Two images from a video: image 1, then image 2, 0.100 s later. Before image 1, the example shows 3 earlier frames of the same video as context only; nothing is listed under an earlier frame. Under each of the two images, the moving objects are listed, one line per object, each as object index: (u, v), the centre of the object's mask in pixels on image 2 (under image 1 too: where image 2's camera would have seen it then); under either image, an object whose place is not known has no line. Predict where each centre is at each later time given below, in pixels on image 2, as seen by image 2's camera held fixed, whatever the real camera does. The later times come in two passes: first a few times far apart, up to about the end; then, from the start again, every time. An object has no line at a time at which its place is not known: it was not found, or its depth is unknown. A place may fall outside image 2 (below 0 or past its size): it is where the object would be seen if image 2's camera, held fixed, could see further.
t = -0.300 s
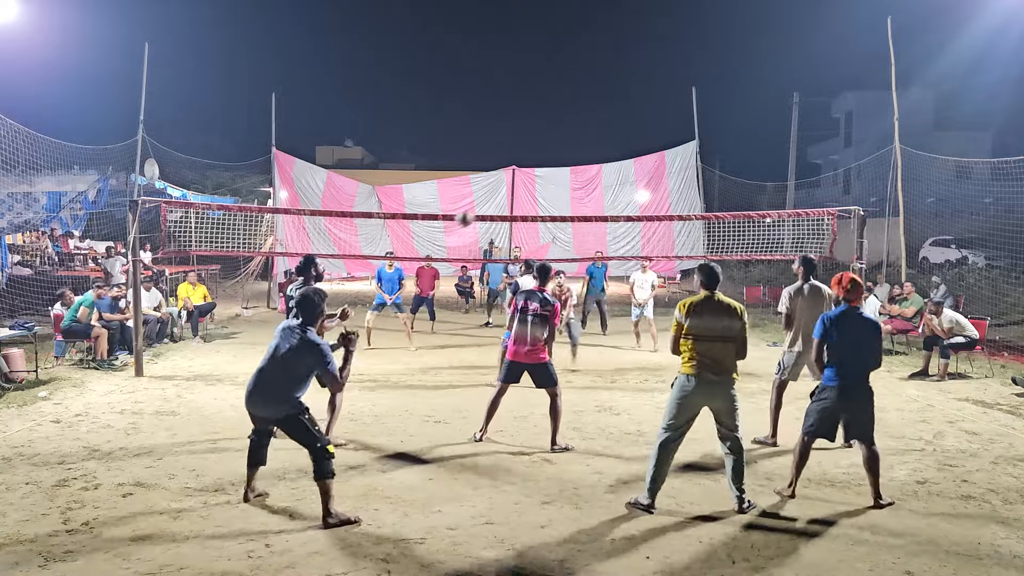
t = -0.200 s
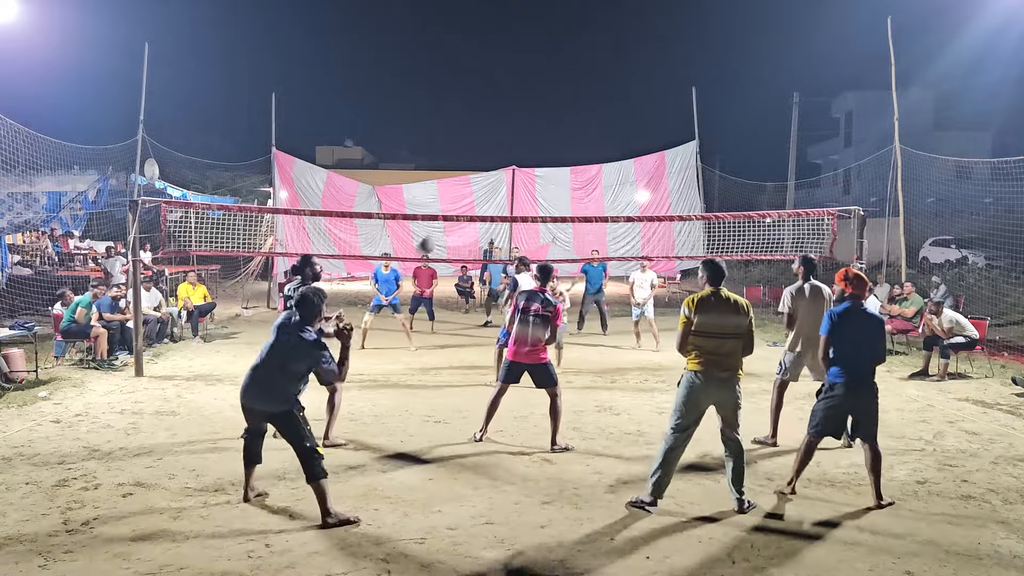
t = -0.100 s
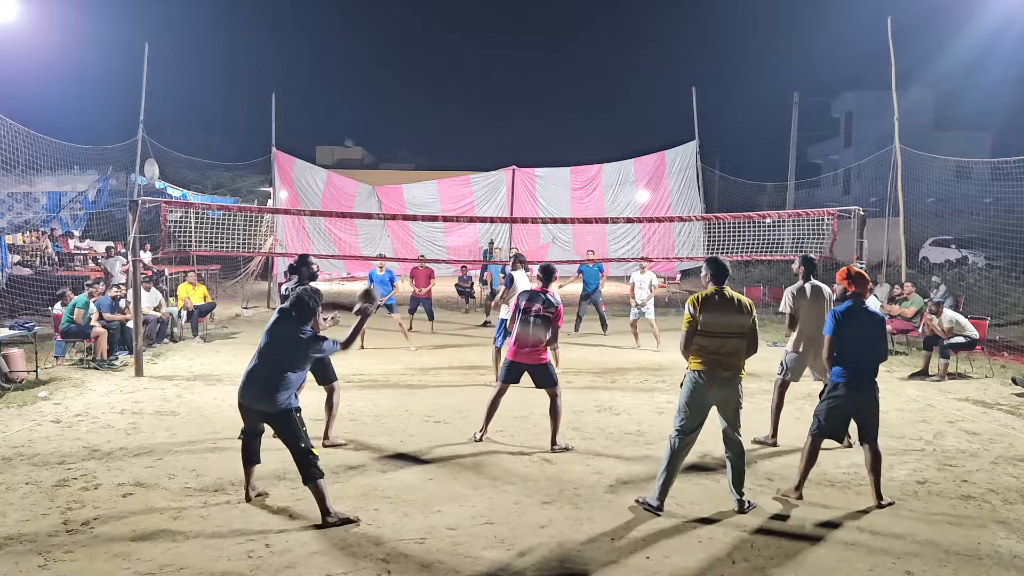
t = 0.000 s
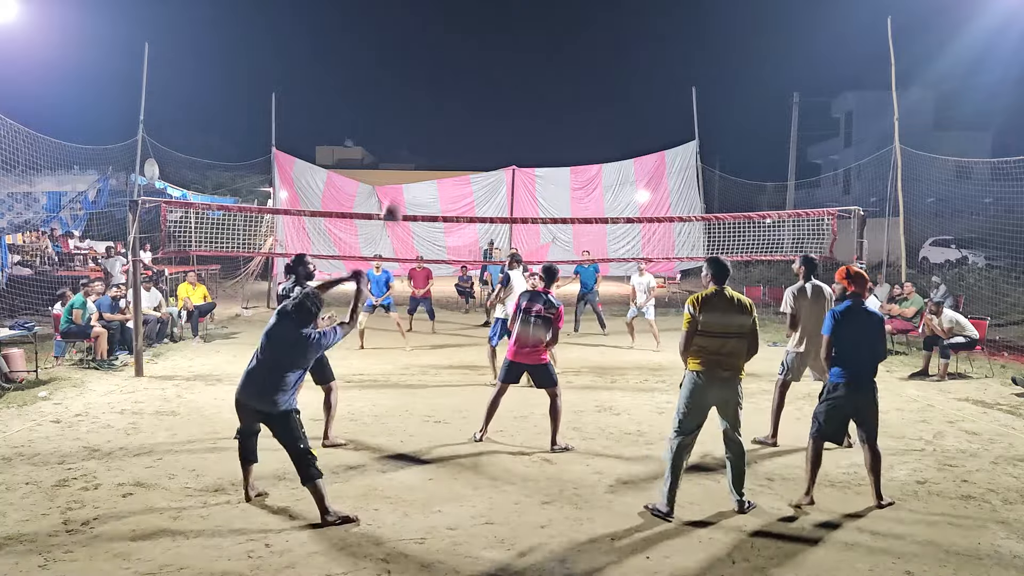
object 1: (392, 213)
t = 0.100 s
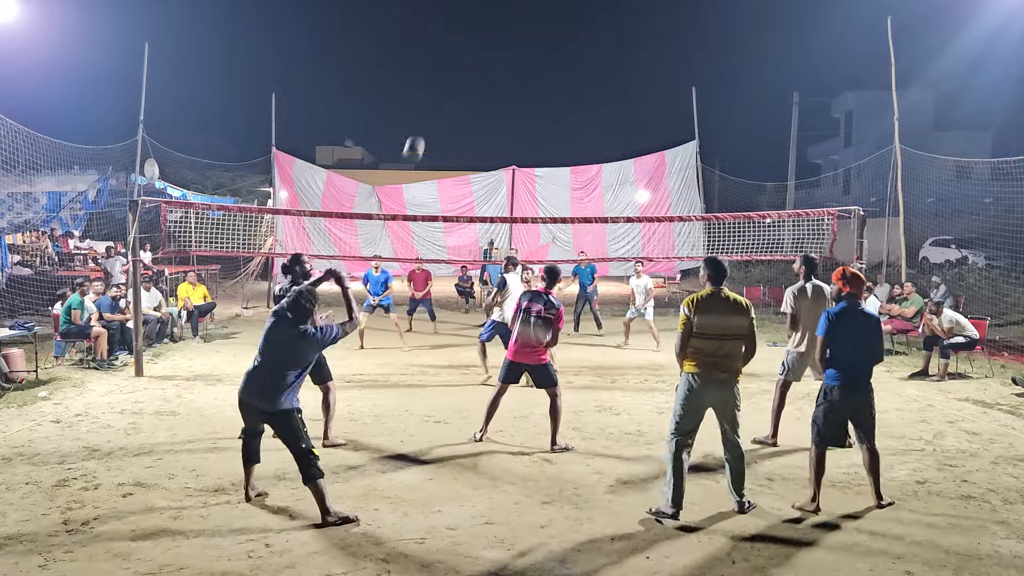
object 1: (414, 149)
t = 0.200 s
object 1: (432, 106)
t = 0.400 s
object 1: (458, 61)
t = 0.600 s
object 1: (476, 57)
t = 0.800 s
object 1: (492, 86)
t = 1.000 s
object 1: (503, 131)
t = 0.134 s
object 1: (420, 133)
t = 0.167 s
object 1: (426, 119)
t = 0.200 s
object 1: (432, 106)
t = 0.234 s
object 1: (437, 95)
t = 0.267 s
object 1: (441, 85)
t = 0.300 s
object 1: (446, 77)
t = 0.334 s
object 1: (450, 70)
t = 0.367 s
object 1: (454, 65)
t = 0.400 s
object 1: (458, 61)
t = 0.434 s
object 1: (461, 58)
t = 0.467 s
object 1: (464, 56)
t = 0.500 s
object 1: (468, 55)
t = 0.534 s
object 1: (471, 55)
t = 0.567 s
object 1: (474, 56)
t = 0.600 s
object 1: (476, 57)
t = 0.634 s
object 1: (479, 59)
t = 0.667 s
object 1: (484, 66)
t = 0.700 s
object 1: (486, 70)
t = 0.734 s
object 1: (488, 75)
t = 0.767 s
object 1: (490, 80)
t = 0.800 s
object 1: (492, 86)
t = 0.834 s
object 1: (494, 92)
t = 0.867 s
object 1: (496, 99)
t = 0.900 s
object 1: (498, 107)
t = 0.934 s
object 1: (500, 114)
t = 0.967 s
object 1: (501, 123)
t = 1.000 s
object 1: (503, 131)
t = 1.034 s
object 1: (504, 140)
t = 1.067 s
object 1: (506, 149)
